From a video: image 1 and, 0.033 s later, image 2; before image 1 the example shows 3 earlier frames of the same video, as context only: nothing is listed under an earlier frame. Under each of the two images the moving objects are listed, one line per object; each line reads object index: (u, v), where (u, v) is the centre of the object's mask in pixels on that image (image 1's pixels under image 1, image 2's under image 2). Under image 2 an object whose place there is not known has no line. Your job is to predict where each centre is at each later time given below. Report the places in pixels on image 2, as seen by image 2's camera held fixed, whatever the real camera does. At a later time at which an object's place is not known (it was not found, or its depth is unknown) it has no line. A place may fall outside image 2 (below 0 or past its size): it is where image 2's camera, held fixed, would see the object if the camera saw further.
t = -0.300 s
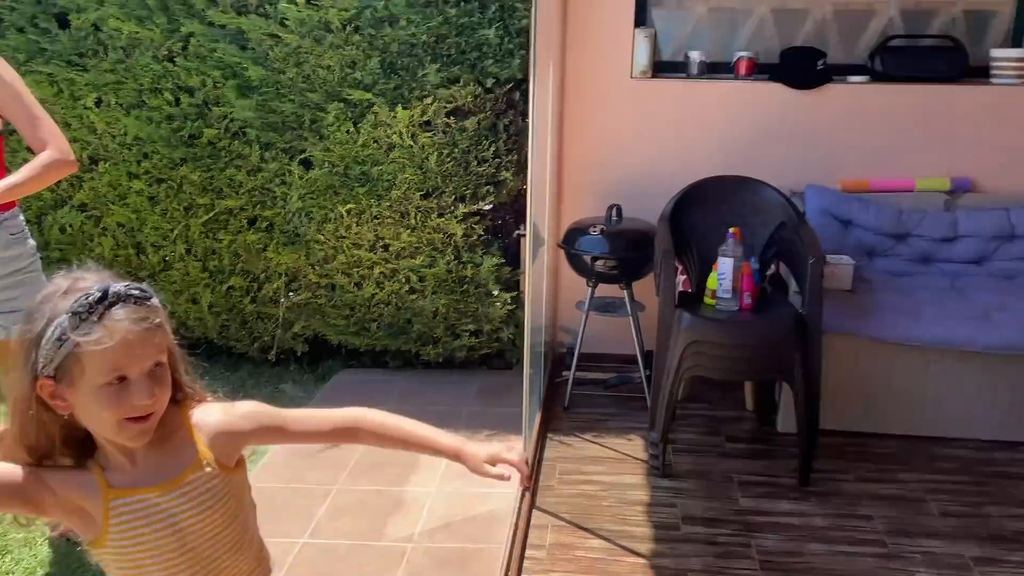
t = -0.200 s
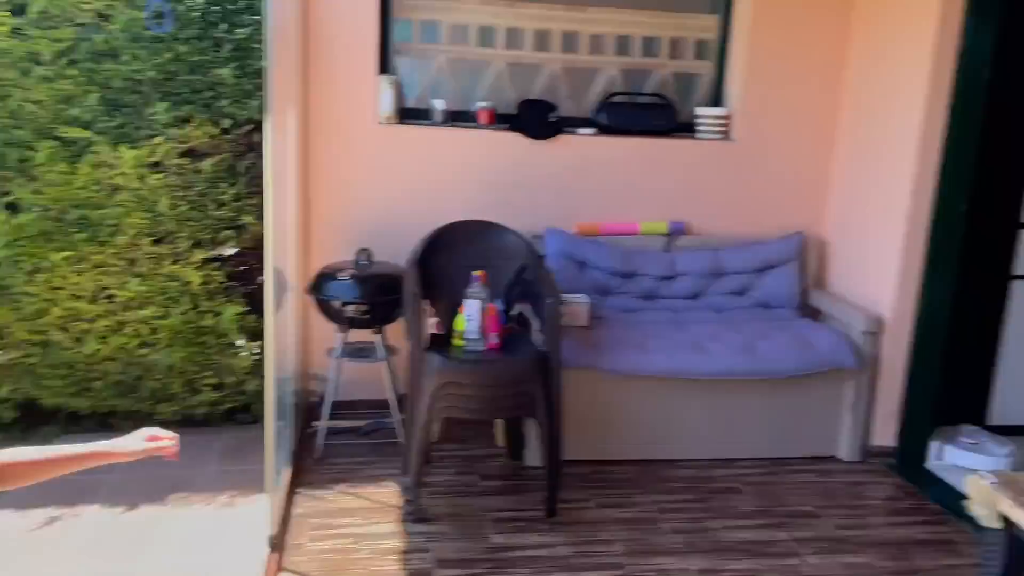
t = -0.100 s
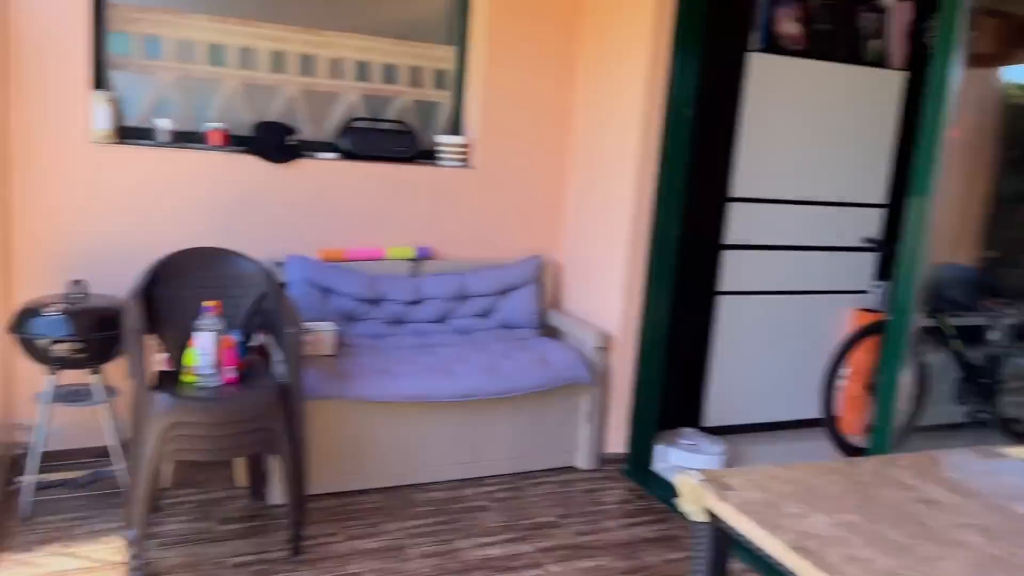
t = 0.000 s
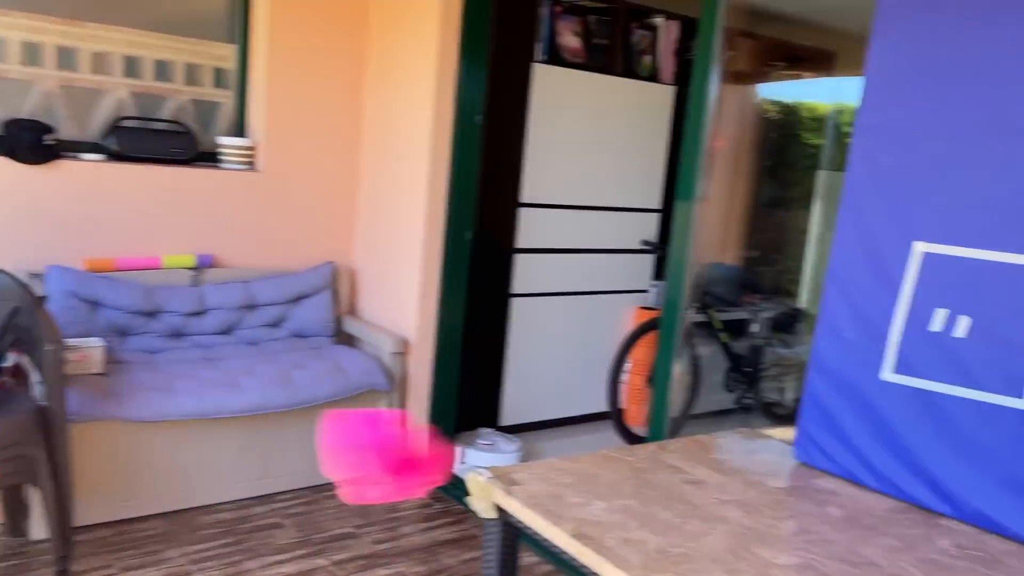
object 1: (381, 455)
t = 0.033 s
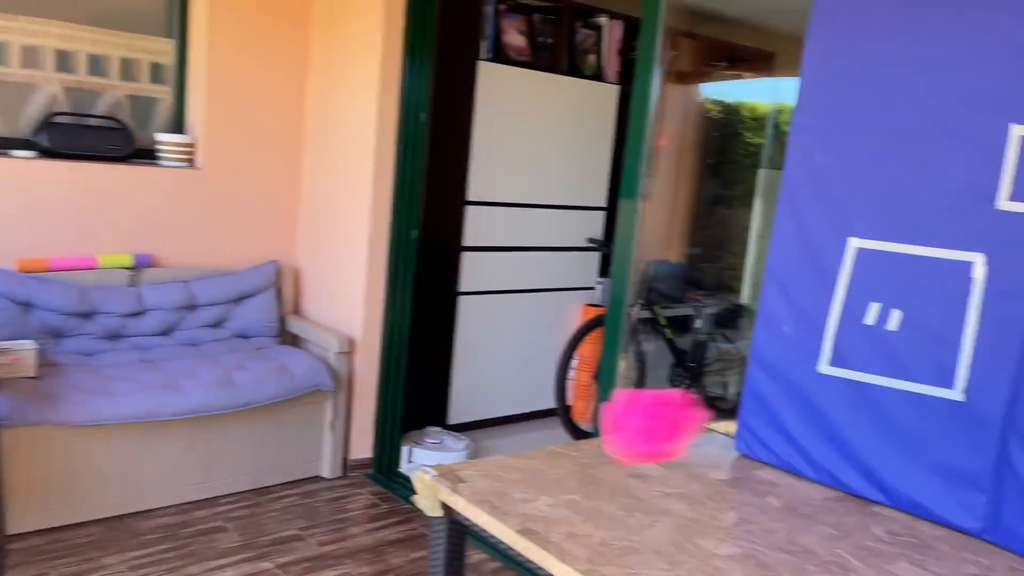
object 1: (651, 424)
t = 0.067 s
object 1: (886, 421)
